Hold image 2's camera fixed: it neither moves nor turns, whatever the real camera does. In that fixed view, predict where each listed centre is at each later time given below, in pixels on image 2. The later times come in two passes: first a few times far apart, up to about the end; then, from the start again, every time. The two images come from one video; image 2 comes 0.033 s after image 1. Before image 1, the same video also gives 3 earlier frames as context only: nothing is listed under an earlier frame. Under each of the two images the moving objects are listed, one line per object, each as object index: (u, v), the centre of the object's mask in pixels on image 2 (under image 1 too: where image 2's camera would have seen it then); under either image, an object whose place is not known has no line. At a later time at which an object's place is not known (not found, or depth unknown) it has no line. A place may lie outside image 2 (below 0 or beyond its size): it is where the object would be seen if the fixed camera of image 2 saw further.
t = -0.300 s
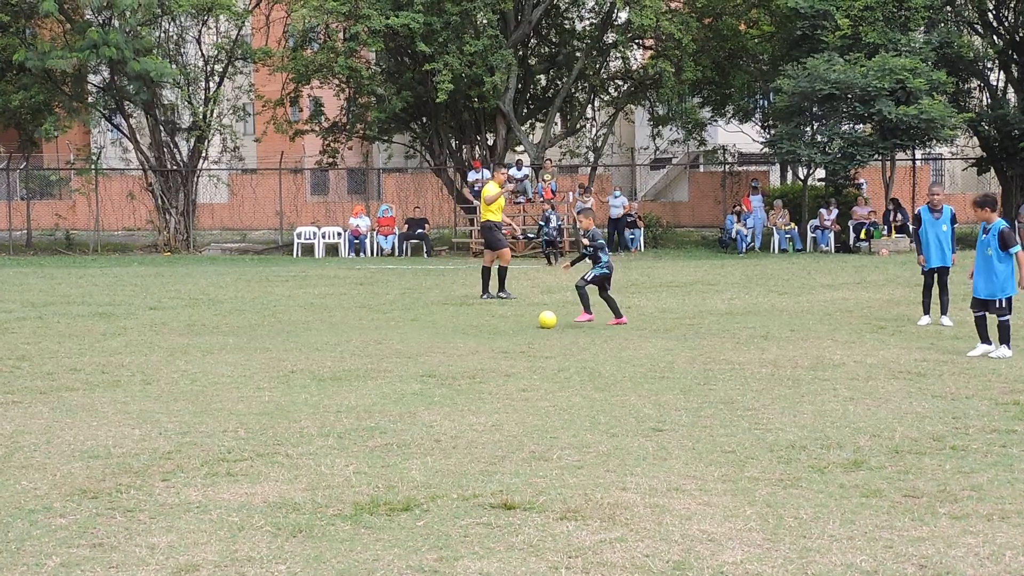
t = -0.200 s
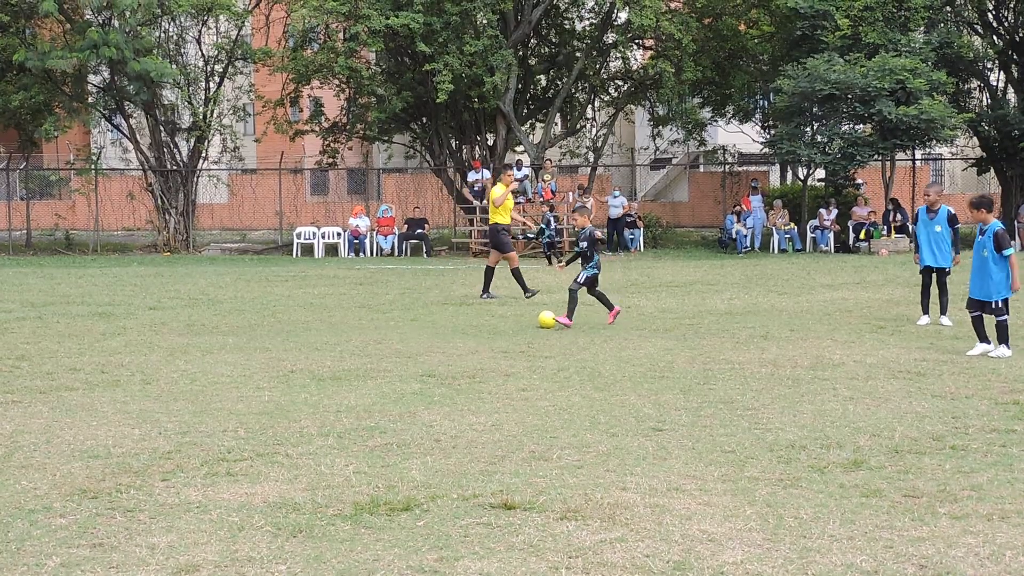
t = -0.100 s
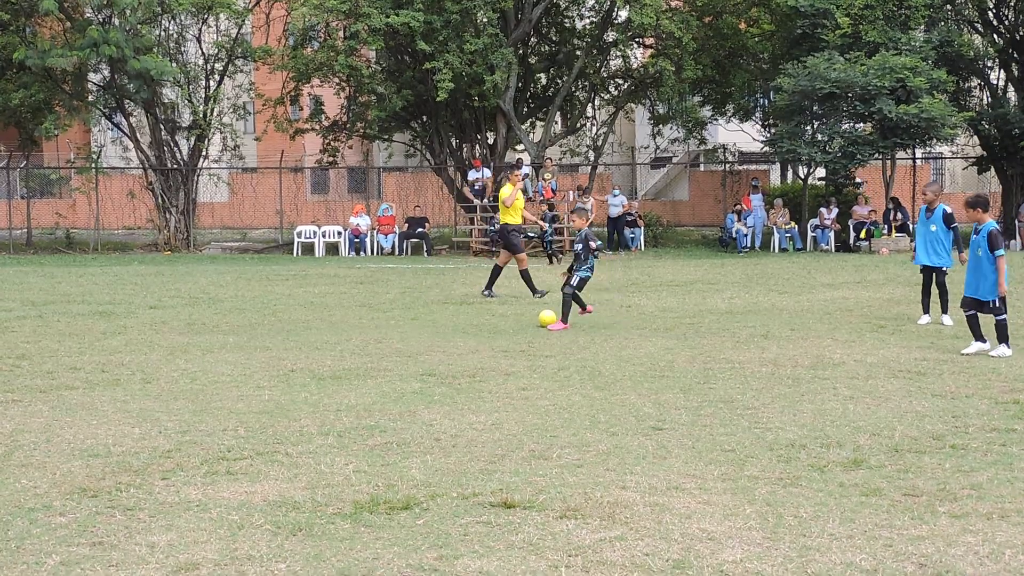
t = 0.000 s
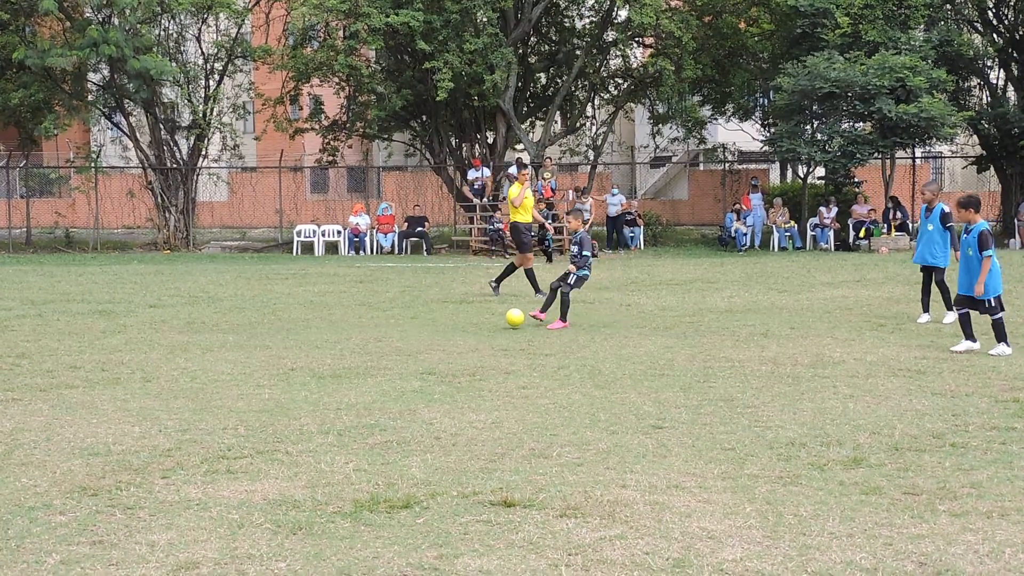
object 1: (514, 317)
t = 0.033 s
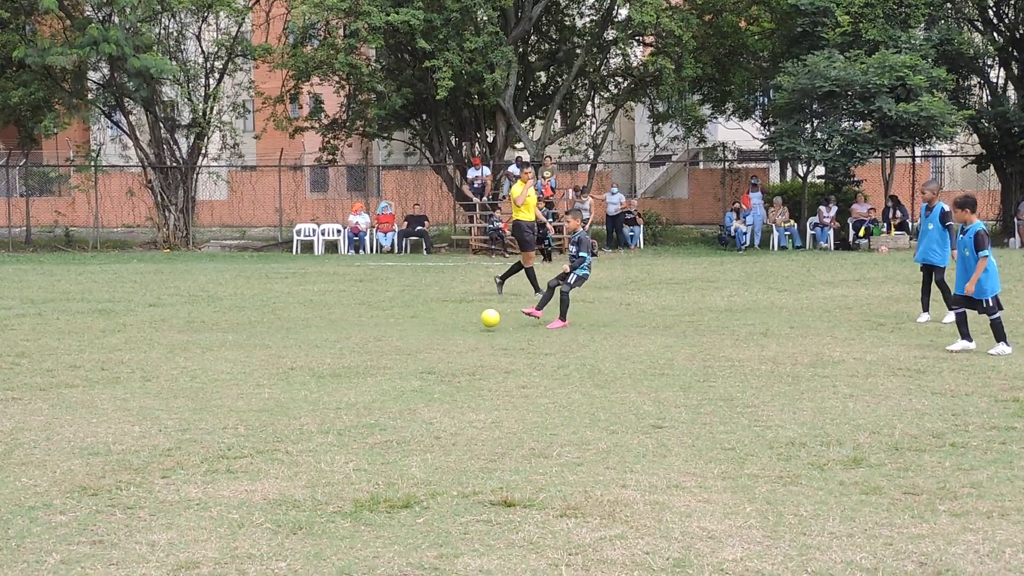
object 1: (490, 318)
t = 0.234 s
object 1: (345, 330)
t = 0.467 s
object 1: (183, 337)
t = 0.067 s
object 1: (466, 320)
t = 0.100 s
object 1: (441, 324)
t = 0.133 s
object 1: (415, 327)
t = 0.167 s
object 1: (392, 327)
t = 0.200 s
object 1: (369, 328)
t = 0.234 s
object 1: (345, 330)
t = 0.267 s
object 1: (321, 333)
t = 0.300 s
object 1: (296, 336)
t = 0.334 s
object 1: (274, 335)
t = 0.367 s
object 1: (252, 333)
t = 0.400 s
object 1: (230, 333)
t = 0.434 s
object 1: (207, 334)
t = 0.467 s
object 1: (183, 337)
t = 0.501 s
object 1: (159, 340)
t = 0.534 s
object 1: (135, 346)
